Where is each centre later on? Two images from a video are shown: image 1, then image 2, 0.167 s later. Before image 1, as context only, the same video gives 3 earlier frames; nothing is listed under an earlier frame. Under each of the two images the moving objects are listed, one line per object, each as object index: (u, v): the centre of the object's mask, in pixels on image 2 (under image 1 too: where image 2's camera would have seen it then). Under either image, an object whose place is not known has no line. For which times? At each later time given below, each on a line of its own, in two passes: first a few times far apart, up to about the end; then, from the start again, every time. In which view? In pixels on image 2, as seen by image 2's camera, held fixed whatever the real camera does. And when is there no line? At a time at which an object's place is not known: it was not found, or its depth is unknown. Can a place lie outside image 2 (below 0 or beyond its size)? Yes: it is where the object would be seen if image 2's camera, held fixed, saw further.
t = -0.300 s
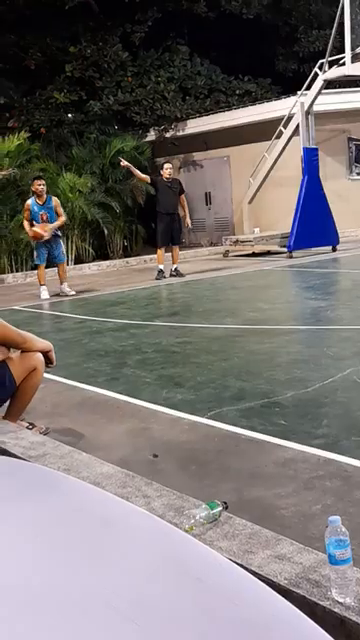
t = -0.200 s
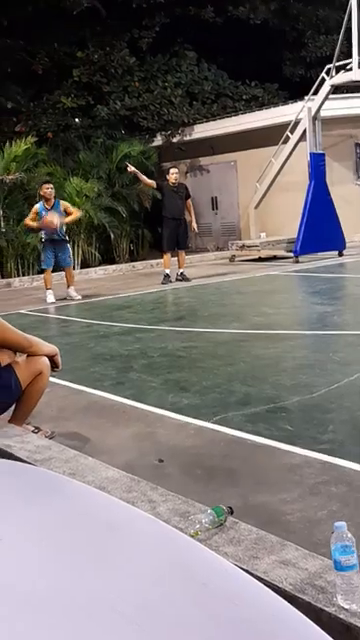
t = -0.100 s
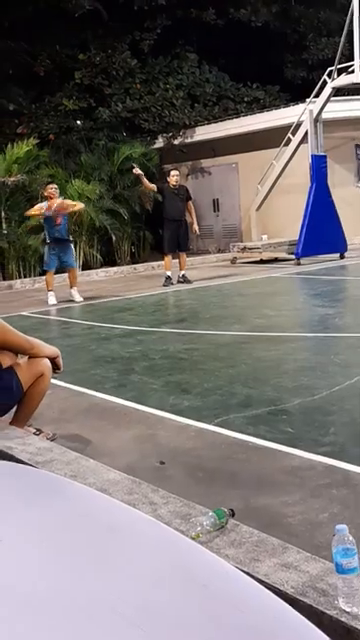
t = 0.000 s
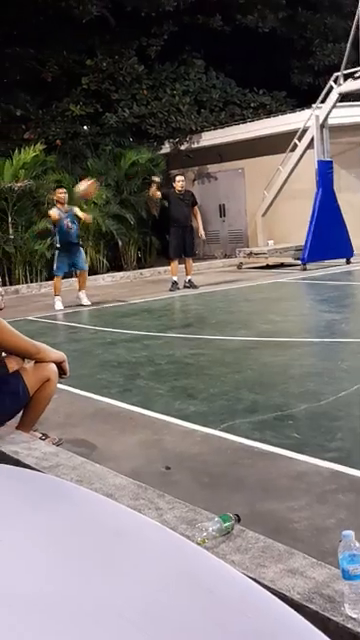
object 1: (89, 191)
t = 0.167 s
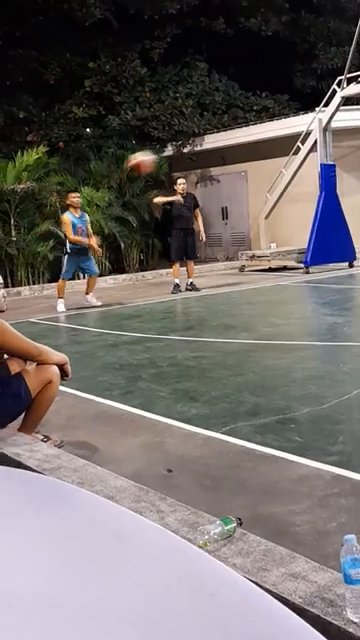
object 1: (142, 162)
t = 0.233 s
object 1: (169, 158)
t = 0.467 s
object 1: (311, 180)
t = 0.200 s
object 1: (156, 159)
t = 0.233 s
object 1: (169, 158)
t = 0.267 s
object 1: (184, 157)
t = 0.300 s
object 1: (201, 156)
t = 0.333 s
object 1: (219, 158)
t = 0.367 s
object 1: (237, 161)
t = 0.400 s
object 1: (257, 165)
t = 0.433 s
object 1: (280, 169)
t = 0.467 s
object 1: (311, 180)
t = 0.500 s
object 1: (340, 189)
